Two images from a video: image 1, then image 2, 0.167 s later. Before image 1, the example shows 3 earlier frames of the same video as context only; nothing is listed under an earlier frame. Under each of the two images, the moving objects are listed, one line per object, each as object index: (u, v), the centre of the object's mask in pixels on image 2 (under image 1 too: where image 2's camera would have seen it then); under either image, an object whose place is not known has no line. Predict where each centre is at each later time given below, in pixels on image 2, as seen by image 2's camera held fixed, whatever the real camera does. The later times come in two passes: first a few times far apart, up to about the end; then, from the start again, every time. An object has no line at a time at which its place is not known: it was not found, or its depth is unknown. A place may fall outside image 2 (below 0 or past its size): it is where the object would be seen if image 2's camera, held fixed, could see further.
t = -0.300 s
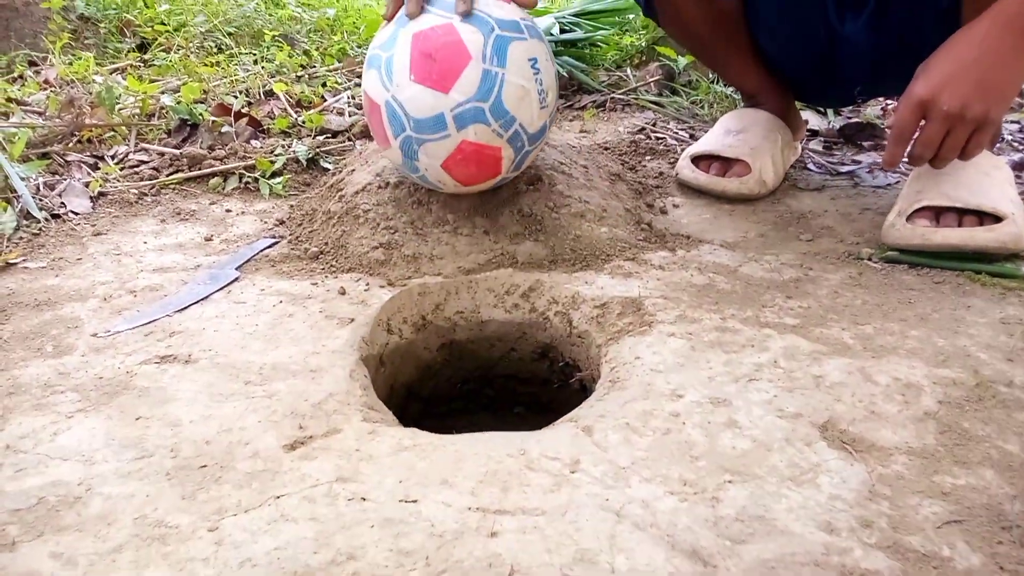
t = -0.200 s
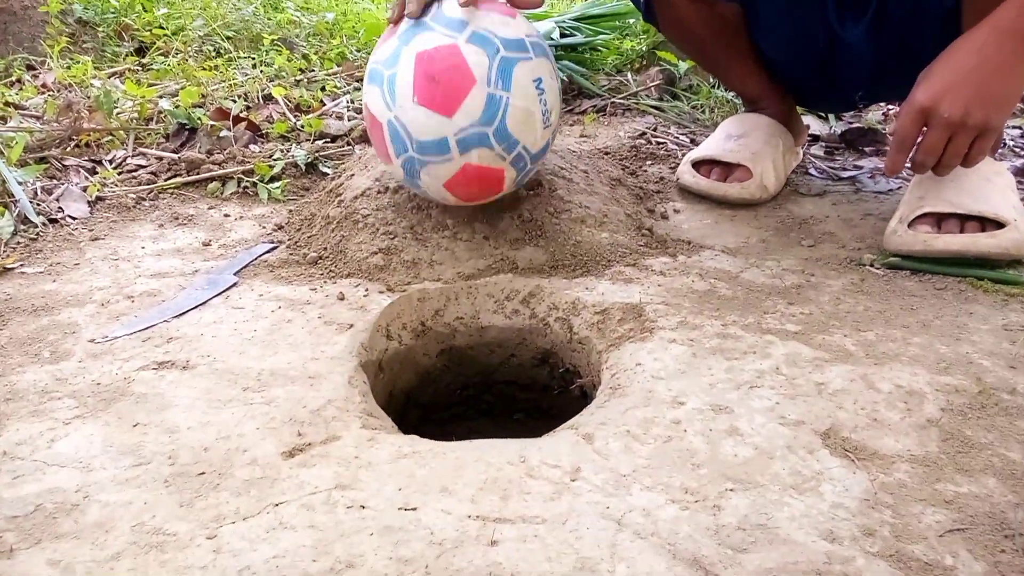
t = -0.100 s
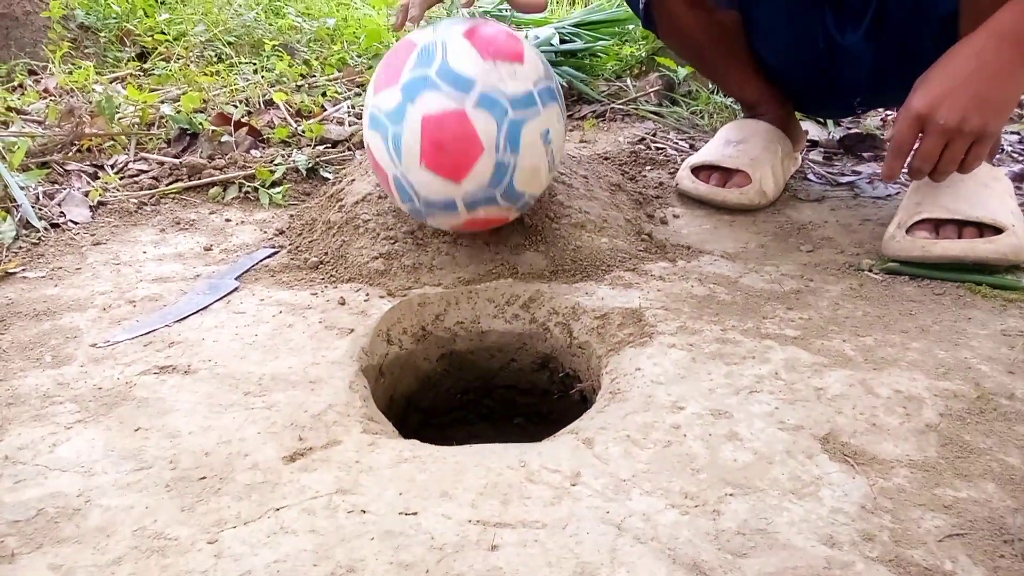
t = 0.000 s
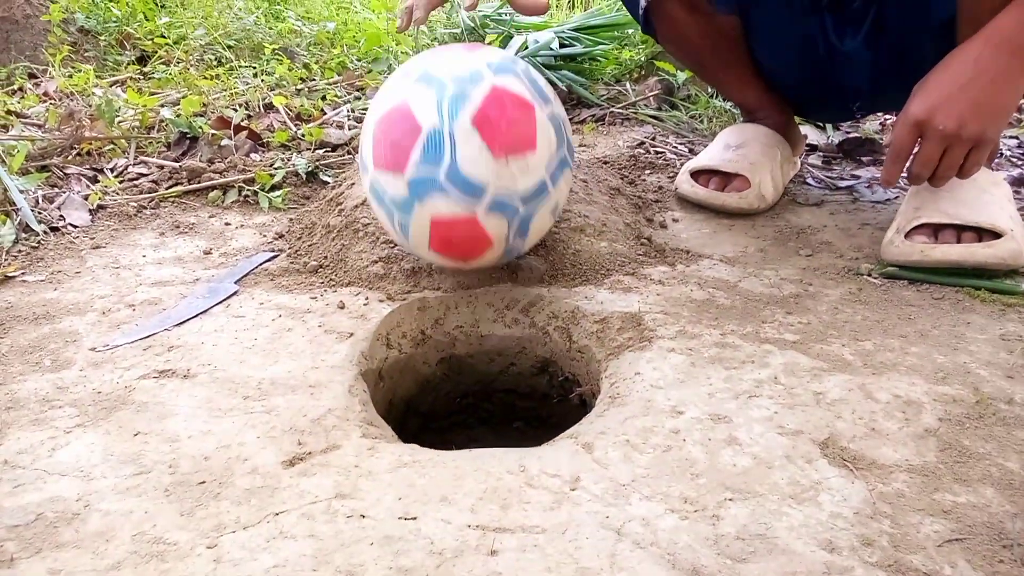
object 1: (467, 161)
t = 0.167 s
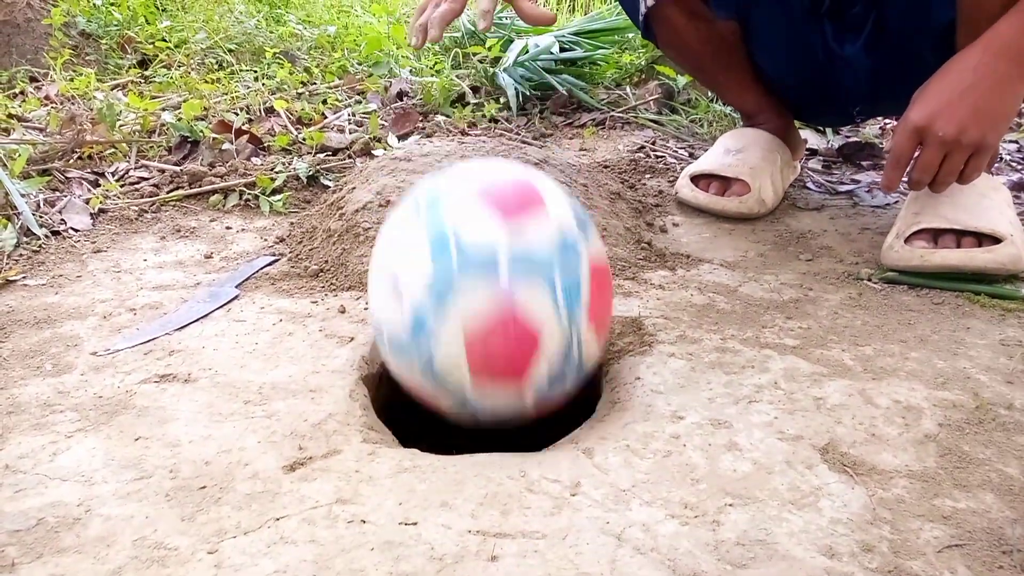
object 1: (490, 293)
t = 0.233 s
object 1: (487, 333)
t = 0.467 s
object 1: (487, 338)
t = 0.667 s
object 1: (485, 339)
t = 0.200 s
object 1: (491, 335)
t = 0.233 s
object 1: (487, 333)
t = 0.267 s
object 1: (497, 321)
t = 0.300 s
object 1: (495, 318)
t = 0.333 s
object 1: (493, 325)
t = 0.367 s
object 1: (485, 334)
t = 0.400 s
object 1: (484, 339)
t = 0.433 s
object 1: (482, 338)
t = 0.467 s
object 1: (487, 338)
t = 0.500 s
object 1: (484, 339)
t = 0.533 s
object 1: (485, 339)
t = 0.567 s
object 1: (486, 339)
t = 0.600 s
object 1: (485, 339)
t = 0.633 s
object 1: (485, 339)
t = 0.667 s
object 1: (485, 339)
